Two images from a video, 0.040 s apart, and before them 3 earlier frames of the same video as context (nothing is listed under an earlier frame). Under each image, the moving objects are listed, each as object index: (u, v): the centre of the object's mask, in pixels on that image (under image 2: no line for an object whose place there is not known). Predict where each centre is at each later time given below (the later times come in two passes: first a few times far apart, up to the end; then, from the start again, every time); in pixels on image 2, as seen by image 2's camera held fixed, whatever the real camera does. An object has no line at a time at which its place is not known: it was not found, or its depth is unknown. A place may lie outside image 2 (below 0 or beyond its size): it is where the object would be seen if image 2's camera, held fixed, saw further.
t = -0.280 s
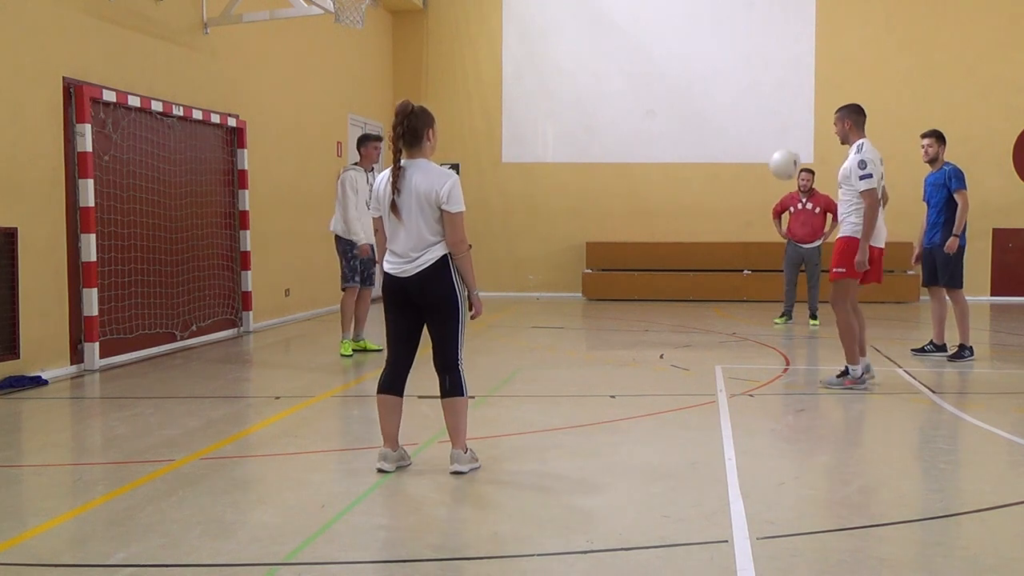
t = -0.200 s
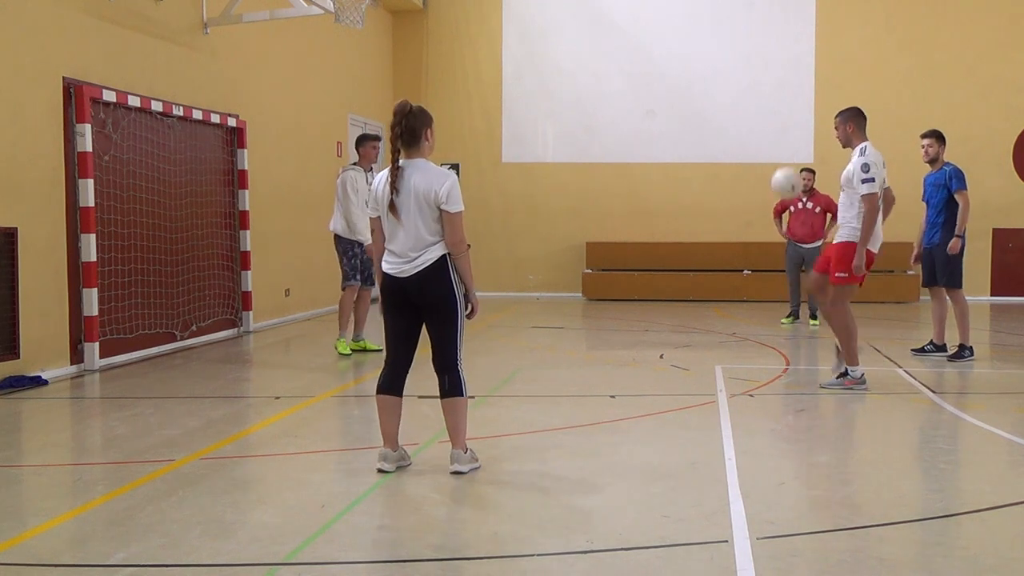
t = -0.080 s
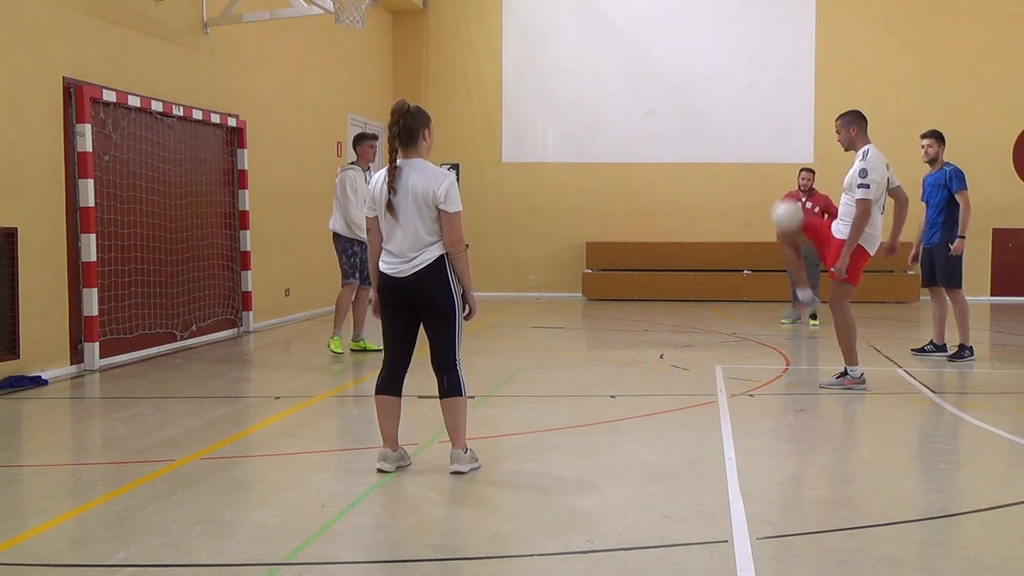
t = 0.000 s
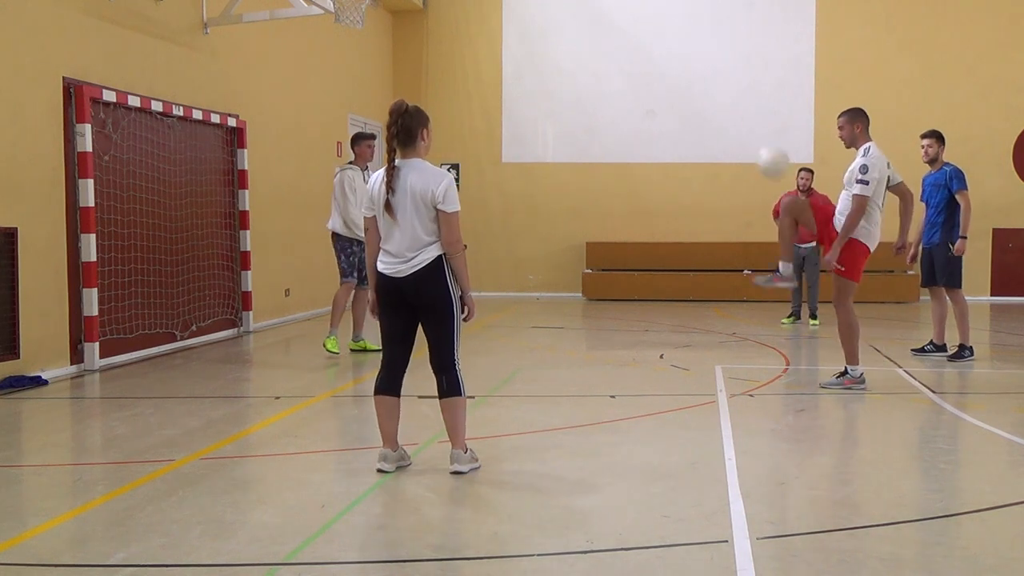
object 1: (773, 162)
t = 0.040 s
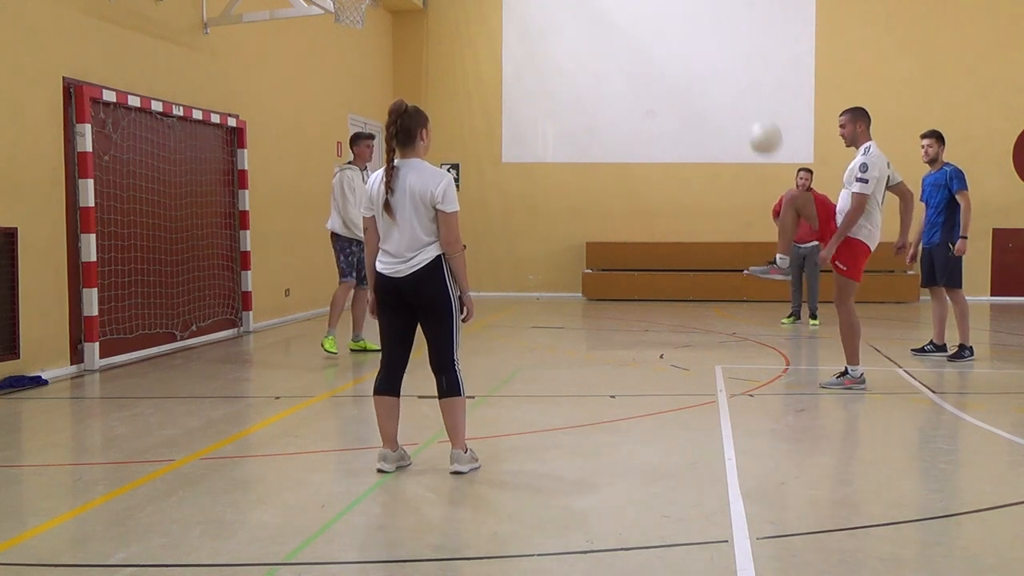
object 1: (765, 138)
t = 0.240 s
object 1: (726, 45)
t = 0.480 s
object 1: (672, 11)
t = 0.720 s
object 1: (608, 71)
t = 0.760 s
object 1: (596, 94)
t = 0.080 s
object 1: (758, 116)
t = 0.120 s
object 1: (751, 95)
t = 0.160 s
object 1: (742, 75)
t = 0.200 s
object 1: (735, 59)
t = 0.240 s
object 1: (726, 45)
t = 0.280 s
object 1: (718, 32)
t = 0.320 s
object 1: (709, 21)
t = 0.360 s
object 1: (701, 15)
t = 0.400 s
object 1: (691, 12)
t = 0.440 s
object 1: (682, 11)
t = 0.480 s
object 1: (672, 11)
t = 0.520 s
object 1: (662, 13)
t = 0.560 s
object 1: (651, 16)
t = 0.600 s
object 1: (641, 22)
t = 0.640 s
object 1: (630, 35)
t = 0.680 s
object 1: (619, 51)
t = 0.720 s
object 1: (608, 71)
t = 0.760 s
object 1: (596, 94)
